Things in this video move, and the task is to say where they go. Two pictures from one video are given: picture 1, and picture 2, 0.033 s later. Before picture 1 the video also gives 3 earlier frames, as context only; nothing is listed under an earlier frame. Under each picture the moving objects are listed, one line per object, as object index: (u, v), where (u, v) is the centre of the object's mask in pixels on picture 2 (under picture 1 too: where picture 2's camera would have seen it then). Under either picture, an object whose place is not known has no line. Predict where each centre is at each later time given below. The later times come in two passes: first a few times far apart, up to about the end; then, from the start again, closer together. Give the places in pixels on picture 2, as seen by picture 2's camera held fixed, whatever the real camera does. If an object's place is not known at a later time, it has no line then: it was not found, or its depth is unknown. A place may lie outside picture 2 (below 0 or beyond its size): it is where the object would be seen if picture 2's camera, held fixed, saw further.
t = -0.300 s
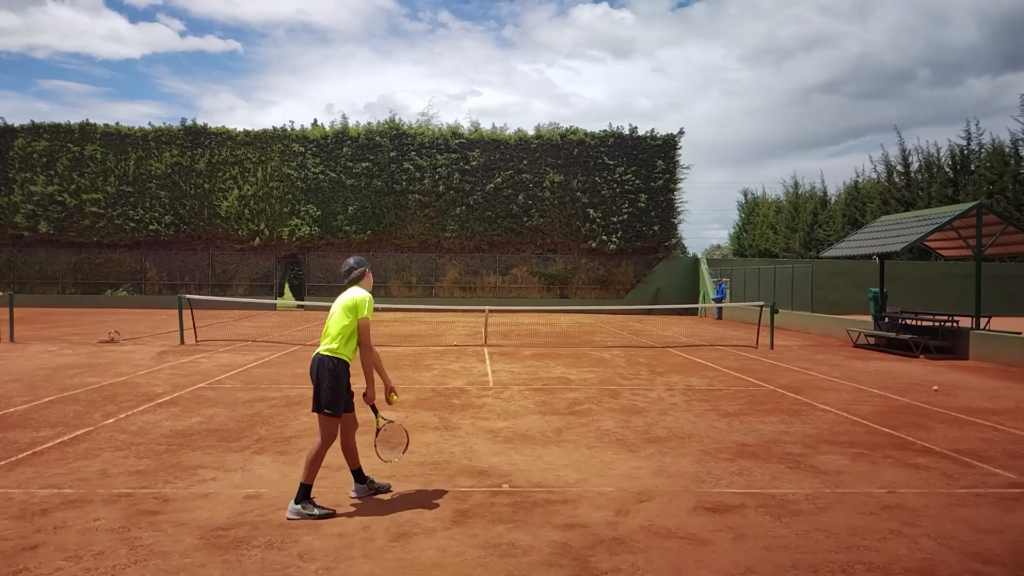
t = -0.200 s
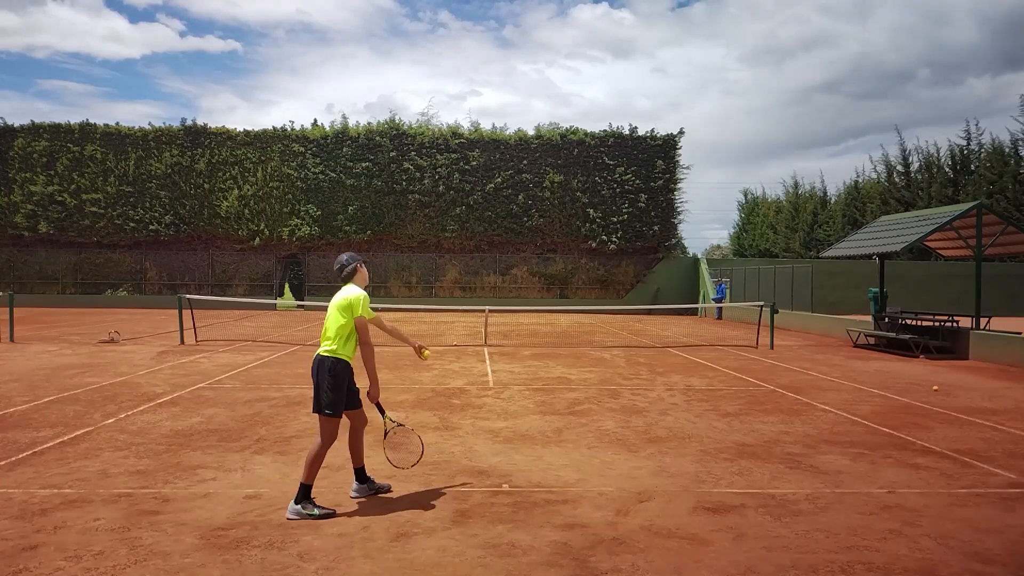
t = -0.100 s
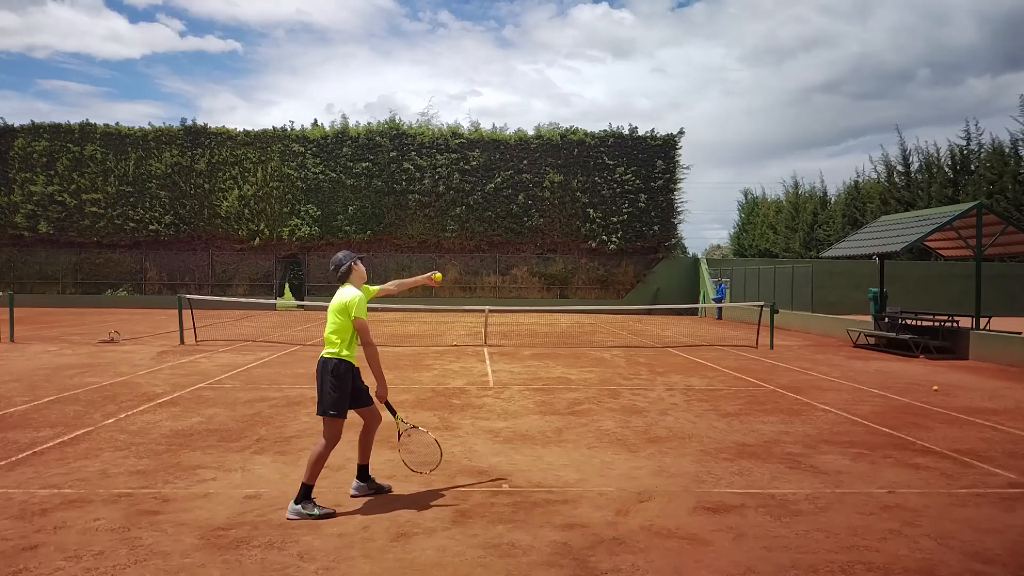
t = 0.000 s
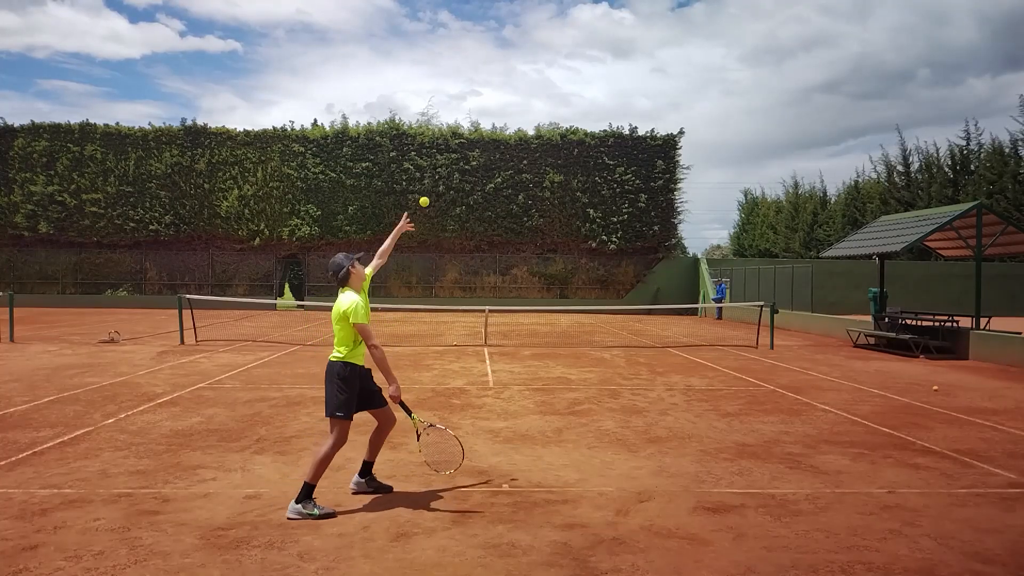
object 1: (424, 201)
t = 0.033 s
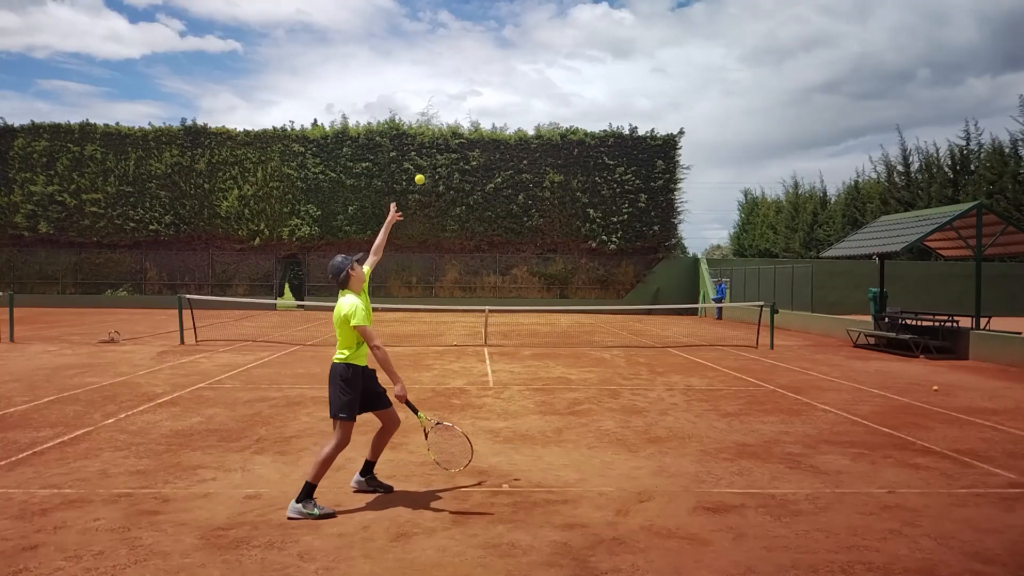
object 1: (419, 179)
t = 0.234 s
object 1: (391, 73)
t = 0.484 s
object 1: (352, 10)
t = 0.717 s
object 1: (314, 28)
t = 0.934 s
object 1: (276, 113)
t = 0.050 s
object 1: (417, 168)
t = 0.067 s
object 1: (415, 158)
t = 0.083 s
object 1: (413, 148)
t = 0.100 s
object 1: (410, 138)
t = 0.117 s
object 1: (407, 129)
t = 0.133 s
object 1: (405, 120)
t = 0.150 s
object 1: (403, 111)
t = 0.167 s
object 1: (401, 103)
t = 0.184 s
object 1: (398, 95)
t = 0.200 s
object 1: (396, 87)
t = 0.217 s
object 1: (394, 80)
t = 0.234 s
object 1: (391, 73)
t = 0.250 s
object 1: (388, 66)
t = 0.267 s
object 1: (386, 59)
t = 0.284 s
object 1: (383, 53)
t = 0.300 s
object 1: (381, 47)
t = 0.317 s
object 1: (378, 42)
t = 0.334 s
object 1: (376, 37)
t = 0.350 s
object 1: (373, 33)
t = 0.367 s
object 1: (371, 29)
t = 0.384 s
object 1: (368, 25)
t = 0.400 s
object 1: (366, 22)
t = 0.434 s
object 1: (360, 16)
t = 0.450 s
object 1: (358, 14)
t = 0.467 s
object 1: (355, 12)
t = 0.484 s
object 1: (352, 10)
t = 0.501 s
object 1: (350, 9)
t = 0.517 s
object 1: (347, 8)
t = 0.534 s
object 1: (344, 7)
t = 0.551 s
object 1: (341, 7)
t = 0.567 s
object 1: (339, 7)
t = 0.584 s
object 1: (336, 8)
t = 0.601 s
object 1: (333, 9)
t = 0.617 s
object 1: (330, 11)
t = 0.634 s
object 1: (328, 13)
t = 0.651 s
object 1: (325, 15)
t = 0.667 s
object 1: (322, 18)
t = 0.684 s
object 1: (320, 21)
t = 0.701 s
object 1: (316, 24)
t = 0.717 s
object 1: (314, 28)
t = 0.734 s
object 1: (311, 32)
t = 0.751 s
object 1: (308, 36)
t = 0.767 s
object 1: (305, 41)
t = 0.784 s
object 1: (302, 47)
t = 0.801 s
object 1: (299, 53)
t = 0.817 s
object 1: (296, 59)
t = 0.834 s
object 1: (293, 65)
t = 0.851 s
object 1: (291, 72)
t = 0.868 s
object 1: (288, 80)
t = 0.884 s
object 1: (285, 87)
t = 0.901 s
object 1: (282, 95)
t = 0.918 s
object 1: (279, 104)
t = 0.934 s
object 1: (276, 113)
